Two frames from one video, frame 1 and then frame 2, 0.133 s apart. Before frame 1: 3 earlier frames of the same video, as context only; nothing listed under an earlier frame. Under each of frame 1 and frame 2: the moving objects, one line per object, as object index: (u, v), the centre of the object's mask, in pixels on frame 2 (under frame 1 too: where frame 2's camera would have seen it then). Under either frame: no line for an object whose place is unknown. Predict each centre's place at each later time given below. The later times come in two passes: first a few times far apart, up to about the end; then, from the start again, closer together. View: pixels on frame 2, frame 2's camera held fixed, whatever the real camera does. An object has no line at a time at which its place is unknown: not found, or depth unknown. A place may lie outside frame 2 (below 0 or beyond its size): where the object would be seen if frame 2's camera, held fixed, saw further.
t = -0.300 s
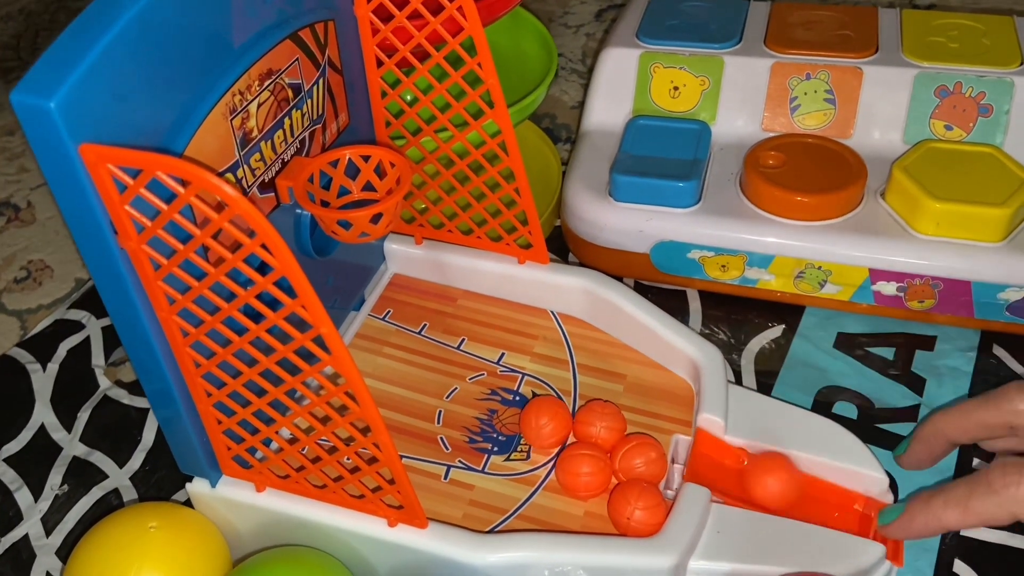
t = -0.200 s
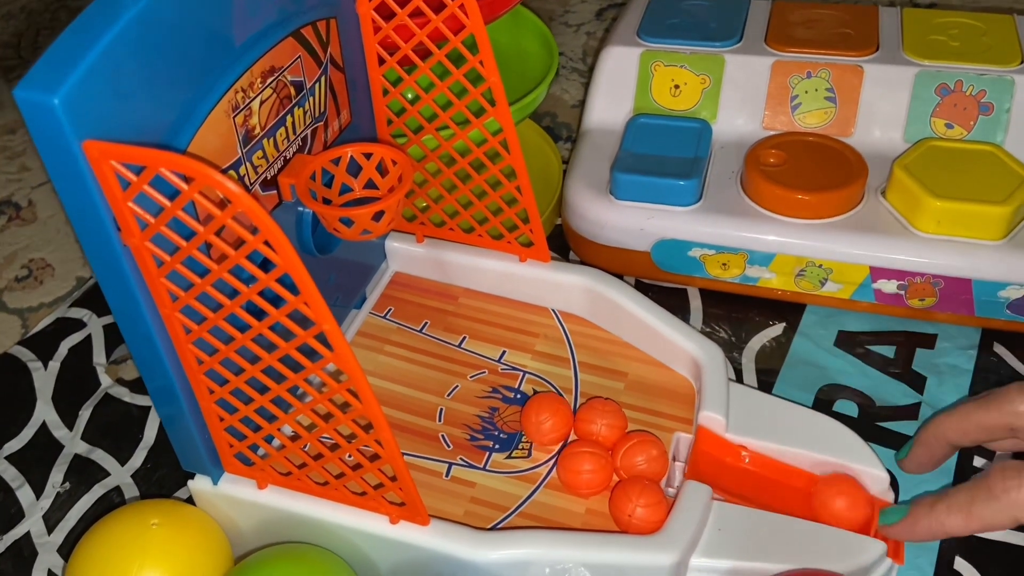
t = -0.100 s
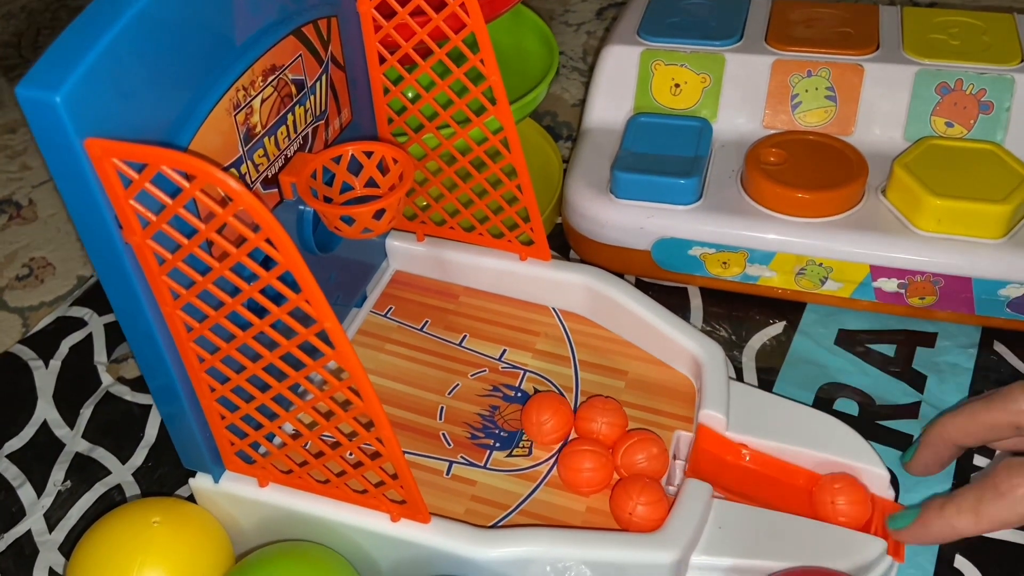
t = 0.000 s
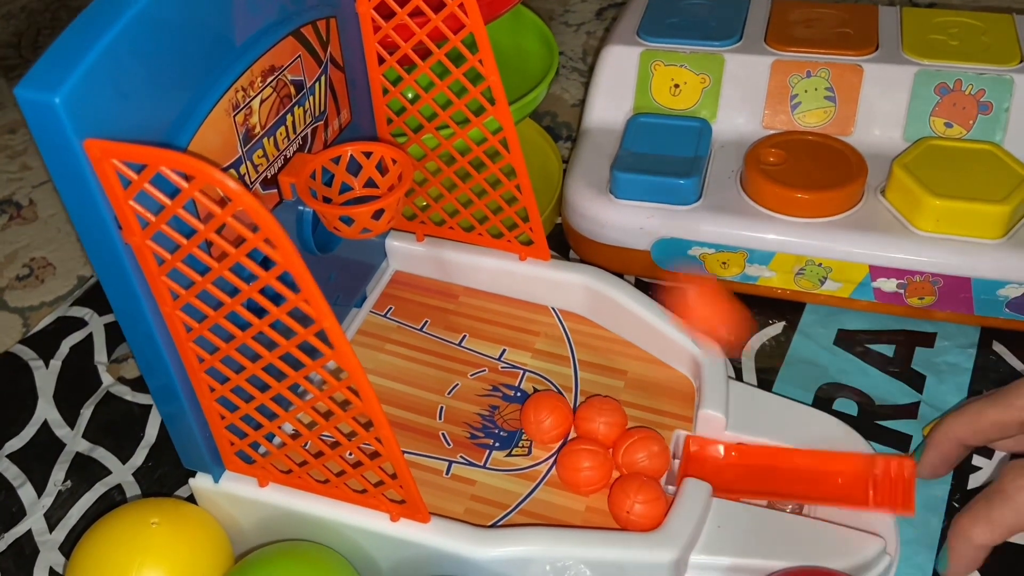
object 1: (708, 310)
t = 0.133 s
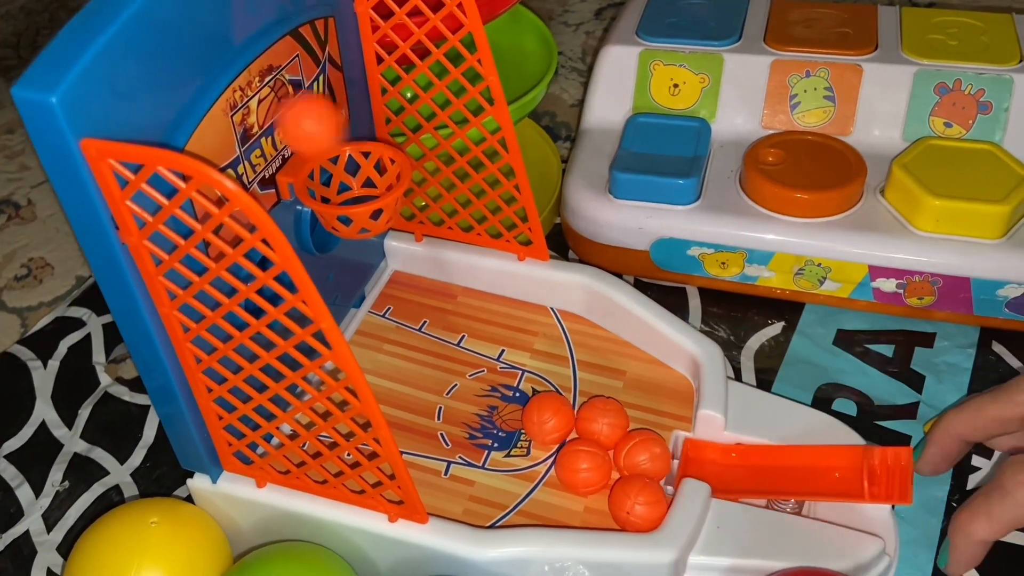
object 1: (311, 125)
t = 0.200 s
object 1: (360, 186)
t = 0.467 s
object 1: (391, 344)
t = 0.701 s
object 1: (470, 322)
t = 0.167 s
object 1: (359, 163)
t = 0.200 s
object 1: (360, 186)
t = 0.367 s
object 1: (369, 250)
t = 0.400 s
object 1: (372, 280)
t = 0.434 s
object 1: (383, 342)
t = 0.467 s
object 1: (391, 344)
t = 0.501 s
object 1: (400, 340)
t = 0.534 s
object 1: (408, 334)
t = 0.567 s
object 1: (418, 330)
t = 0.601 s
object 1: (428, 326)
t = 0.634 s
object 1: (441, 323)
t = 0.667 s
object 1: (454, 322)
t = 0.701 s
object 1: (470, 322)
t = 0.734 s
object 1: (485, 324)
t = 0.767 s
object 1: (500, 327)
